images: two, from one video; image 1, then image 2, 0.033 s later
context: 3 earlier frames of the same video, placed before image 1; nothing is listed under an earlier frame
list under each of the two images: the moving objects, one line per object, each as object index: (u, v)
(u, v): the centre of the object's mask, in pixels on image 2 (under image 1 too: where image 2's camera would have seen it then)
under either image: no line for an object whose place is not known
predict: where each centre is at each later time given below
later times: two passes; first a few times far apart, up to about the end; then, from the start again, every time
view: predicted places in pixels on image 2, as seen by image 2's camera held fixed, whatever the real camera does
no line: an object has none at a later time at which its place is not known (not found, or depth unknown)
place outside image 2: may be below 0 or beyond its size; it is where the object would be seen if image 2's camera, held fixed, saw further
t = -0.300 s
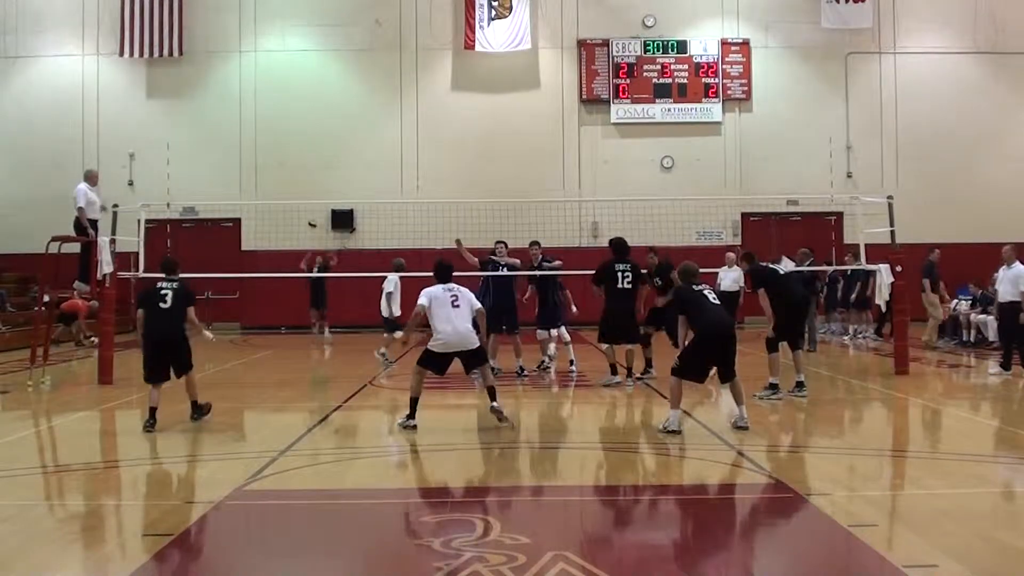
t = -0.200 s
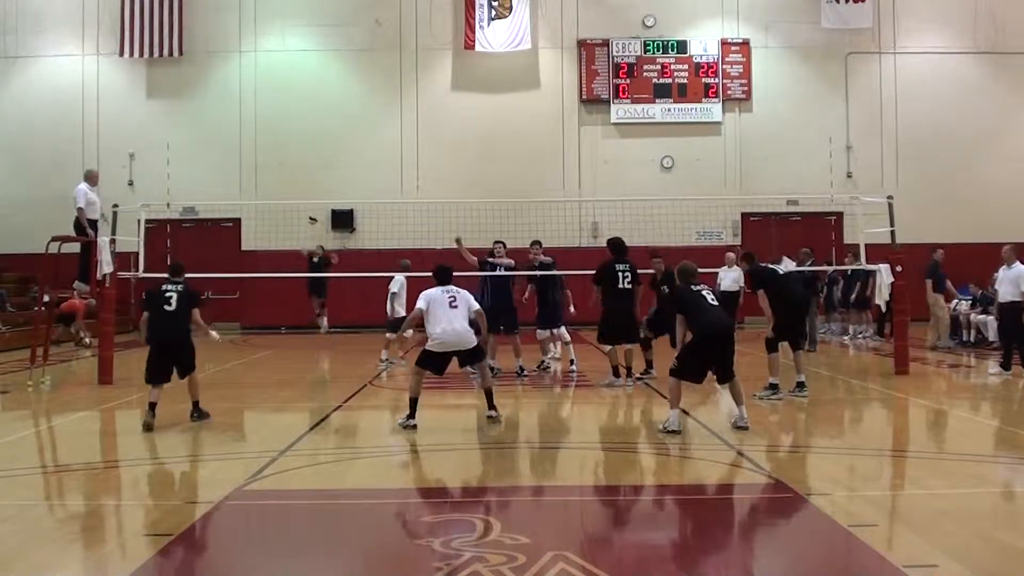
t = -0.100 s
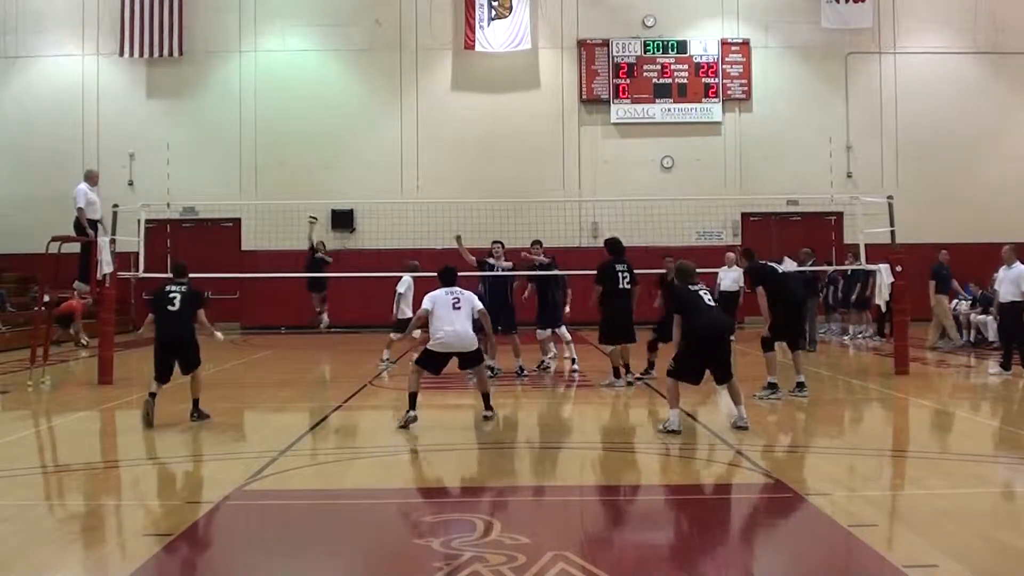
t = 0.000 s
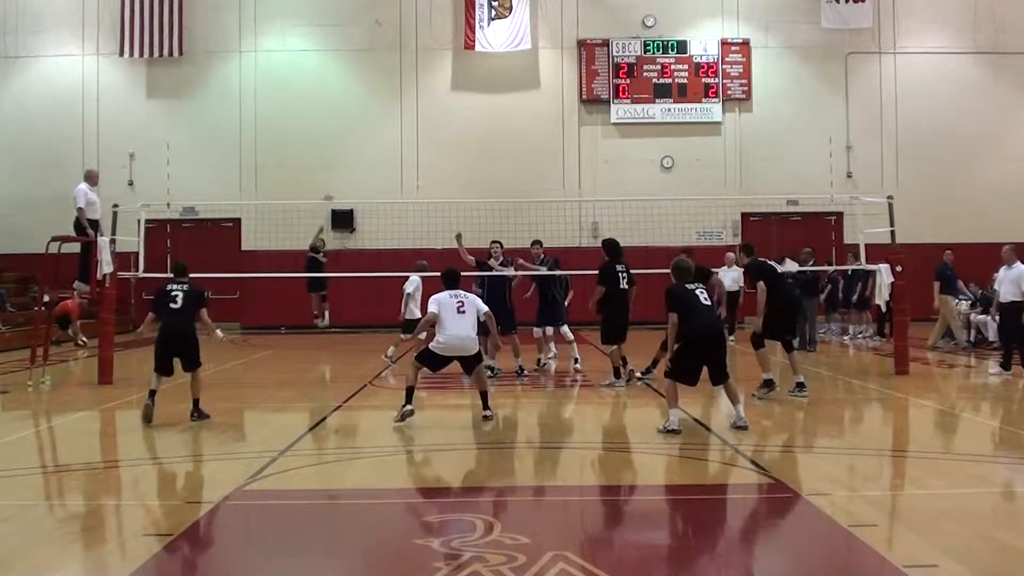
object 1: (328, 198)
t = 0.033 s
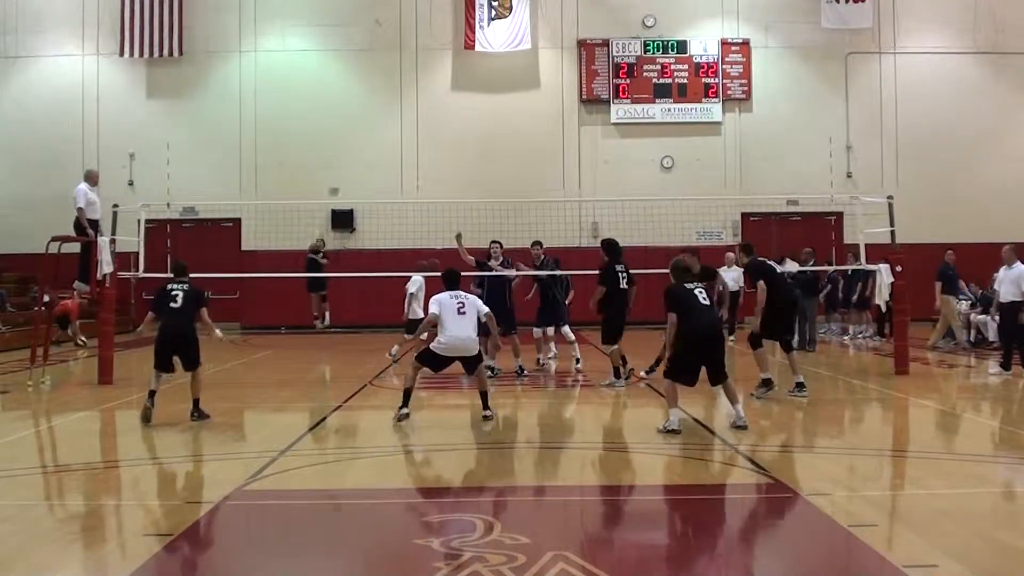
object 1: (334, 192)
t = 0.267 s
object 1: (374, 142)
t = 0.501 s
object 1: (419, 121)
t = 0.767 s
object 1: (487, 136)
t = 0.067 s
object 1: (340, 183)
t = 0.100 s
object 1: (346, 175)
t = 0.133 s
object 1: (351, 168)
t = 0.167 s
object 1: (357, 160)
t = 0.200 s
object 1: (363, 154)
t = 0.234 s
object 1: (368, 147)
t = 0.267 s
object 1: (374, 142)
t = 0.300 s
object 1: (381, 137)
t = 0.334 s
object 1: (386, 132)
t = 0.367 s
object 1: (393, 128)
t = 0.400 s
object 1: (399, 126)
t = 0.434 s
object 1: (406, 124)
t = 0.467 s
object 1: (412, 122)
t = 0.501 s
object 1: (419, 121)
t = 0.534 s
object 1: (426, 121)
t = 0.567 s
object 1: (434, 121)
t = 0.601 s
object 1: (441, 122)
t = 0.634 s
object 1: (449, 123)
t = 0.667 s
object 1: (458, 125)
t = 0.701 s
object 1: (467, 128)
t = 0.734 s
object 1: (476, 131)
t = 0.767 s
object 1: (487, 136)
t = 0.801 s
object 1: (498, 141)
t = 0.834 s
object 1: (510, 148)
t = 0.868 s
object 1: (522, 155)
